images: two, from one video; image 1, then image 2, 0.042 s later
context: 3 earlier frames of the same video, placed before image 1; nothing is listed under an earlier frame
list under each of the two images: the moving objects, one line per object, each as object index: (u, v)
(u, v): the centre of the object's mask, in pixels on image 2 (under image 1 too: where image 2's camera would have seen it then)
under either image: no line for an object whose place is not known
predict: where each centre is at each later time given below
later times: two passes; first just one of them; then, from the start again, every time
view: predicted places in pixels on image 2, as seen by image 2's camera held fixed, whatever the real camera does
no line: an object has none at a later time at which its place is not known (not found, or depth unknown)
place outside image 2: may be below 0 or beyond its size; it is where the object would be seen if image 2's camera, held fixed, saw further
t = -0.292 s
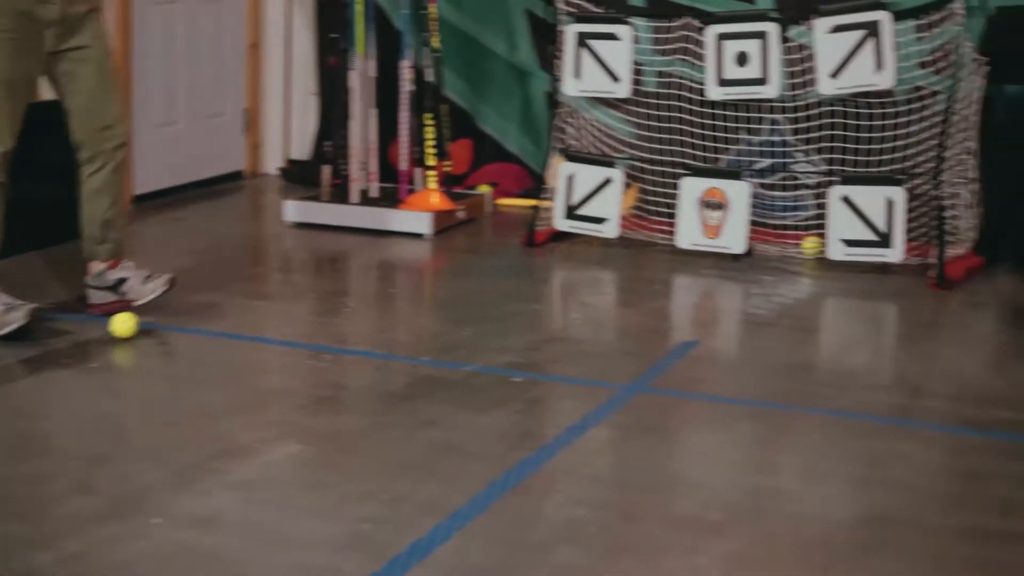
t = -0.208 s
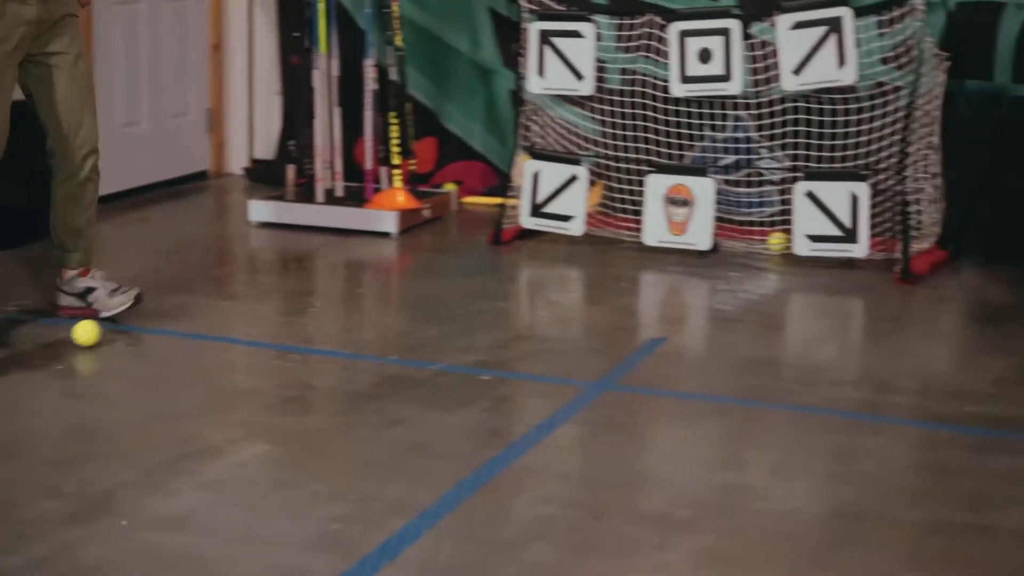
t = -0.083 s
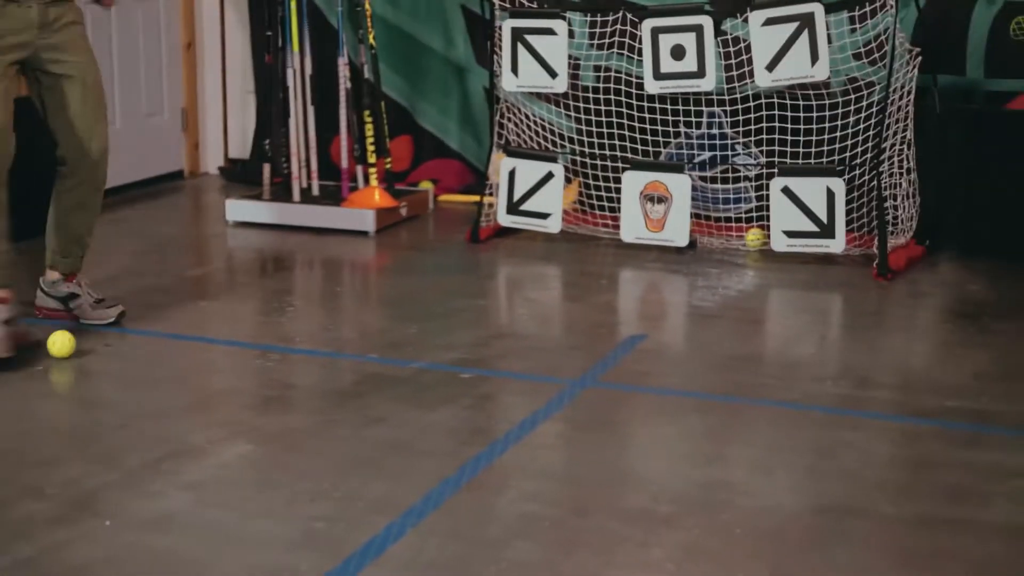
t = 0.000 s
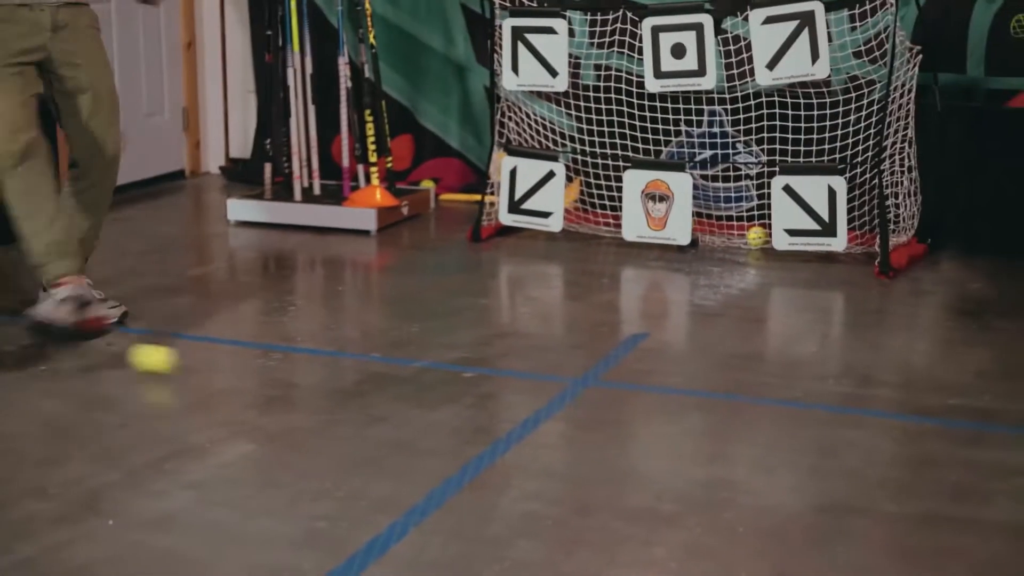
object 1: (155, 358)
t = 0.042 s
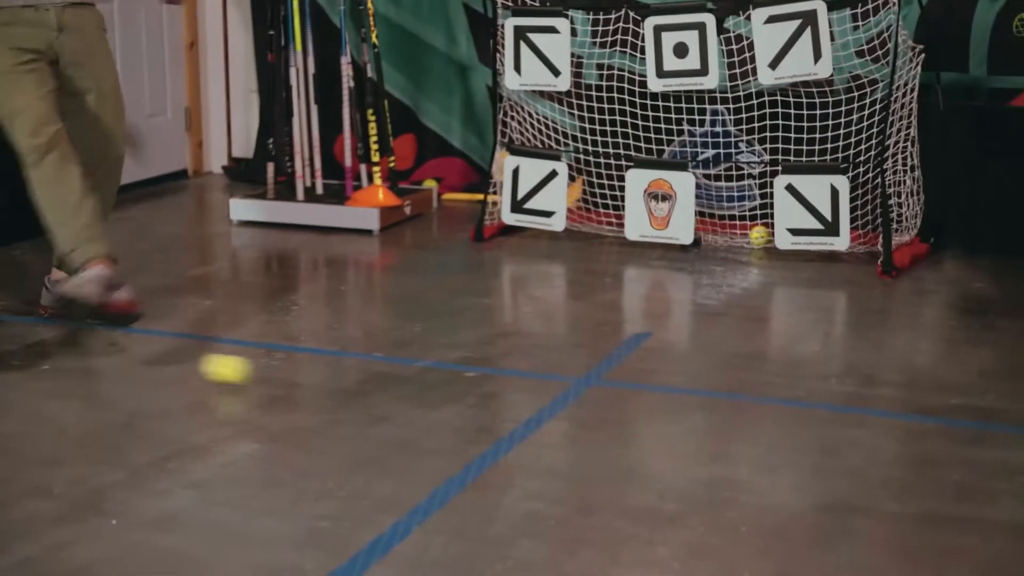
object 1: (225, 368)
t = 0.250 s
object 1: (595, 421)
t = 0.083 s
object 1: (297, 380)
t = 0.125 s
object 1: (371, 391)
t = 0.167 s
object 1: (443, 400)
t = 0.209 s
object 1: (517, 410)
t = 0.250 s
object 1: (595, 421)
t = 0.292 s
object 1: (672, 435)
